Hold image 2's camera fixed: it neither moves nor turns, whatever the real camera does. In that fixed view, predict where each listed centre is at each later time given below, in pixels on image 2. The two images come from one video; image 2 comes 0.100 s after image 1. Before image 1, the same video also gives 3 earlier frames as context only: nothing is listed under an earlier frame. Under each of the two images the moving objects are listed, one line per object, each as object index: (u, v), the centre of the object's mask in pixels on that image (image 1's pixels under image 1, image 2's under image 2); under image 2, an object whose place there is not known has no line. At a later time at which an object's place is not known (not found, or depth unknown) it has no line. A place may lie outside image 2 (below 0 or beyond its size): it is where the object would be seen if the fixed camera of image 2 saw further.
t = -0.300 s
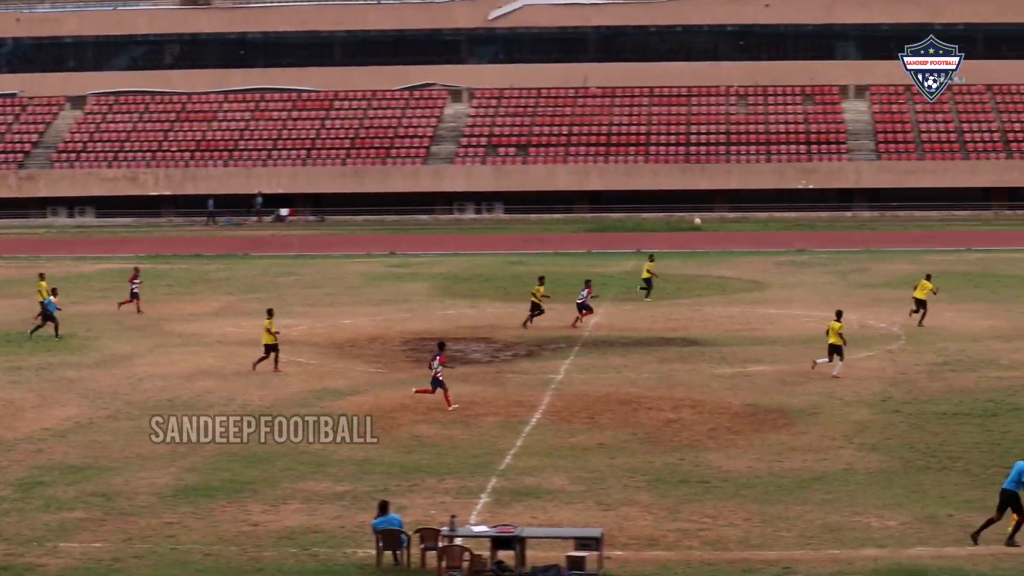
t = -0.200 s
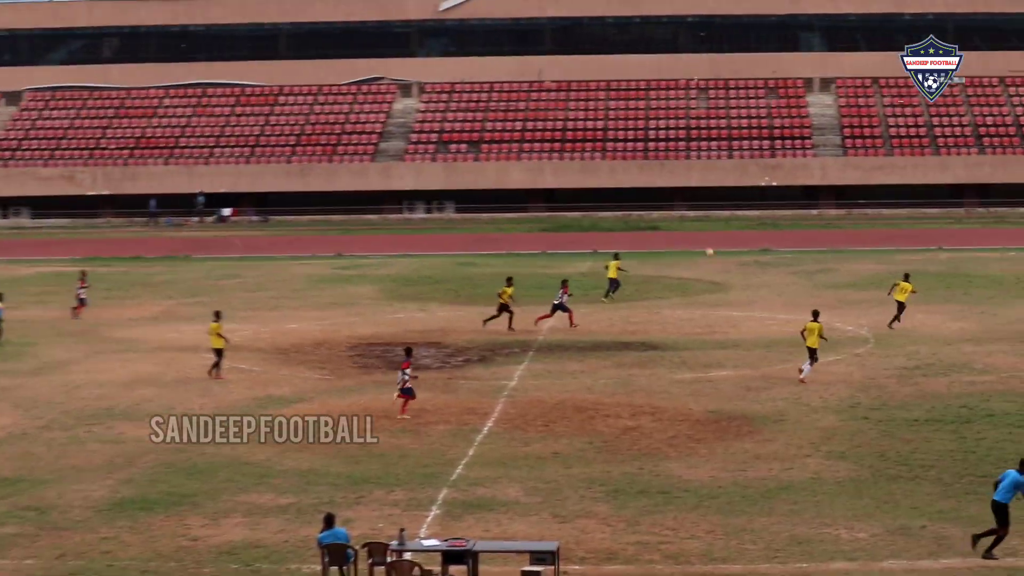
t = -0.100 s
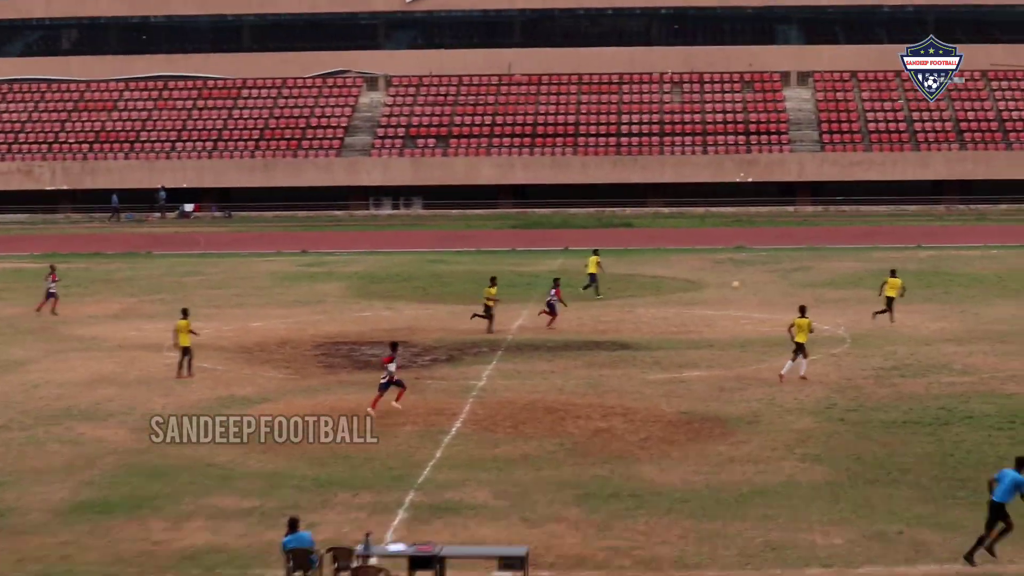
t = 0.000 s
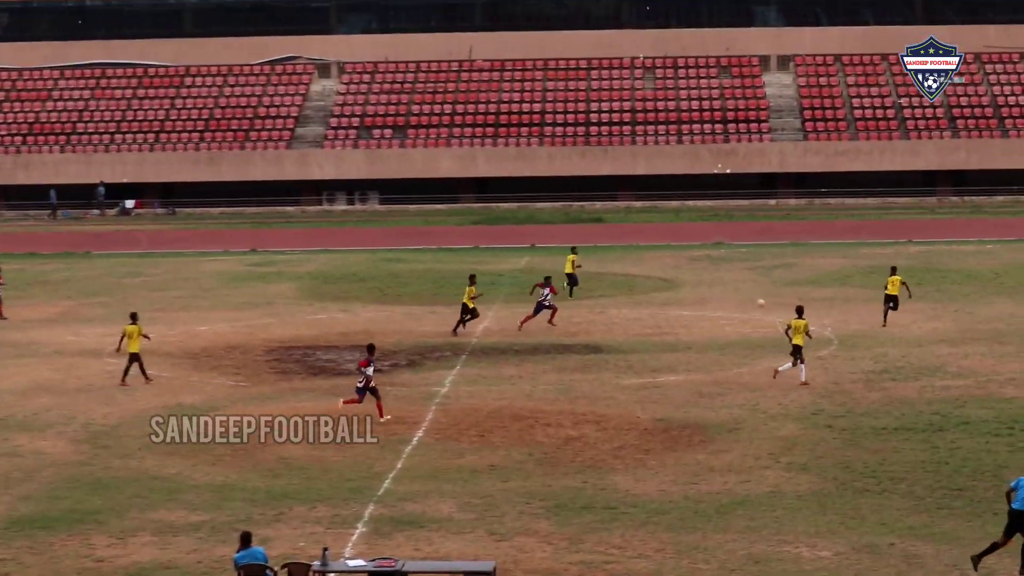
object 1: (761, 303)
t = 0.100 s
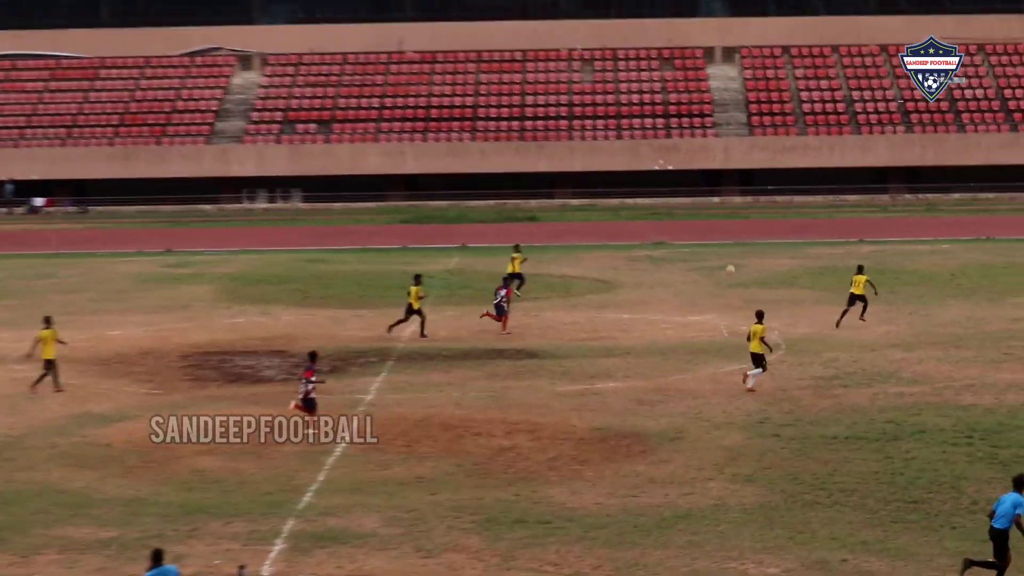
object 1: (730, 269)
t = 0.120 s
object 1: (735, 266)
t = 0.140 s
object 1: (742, 260)
